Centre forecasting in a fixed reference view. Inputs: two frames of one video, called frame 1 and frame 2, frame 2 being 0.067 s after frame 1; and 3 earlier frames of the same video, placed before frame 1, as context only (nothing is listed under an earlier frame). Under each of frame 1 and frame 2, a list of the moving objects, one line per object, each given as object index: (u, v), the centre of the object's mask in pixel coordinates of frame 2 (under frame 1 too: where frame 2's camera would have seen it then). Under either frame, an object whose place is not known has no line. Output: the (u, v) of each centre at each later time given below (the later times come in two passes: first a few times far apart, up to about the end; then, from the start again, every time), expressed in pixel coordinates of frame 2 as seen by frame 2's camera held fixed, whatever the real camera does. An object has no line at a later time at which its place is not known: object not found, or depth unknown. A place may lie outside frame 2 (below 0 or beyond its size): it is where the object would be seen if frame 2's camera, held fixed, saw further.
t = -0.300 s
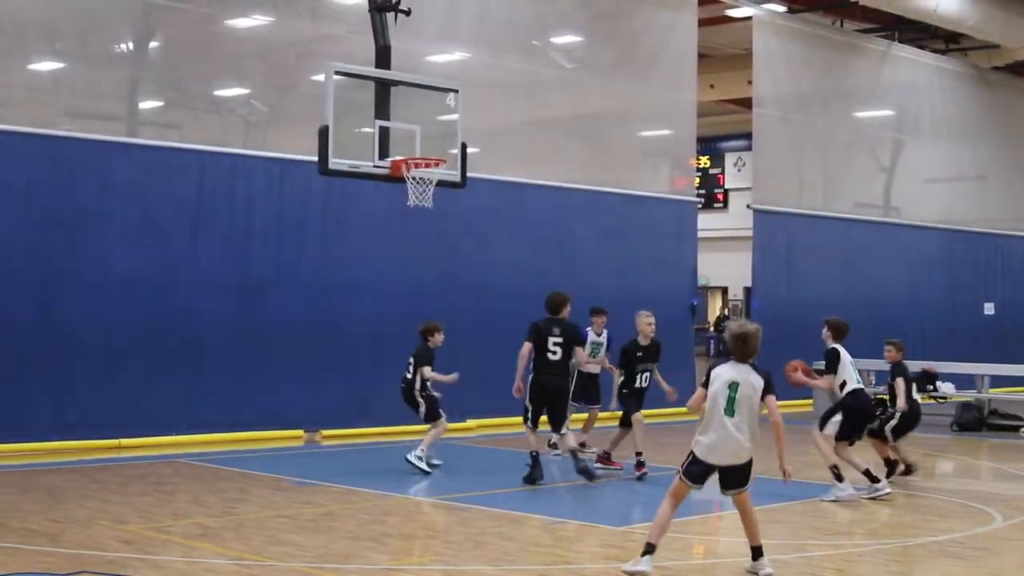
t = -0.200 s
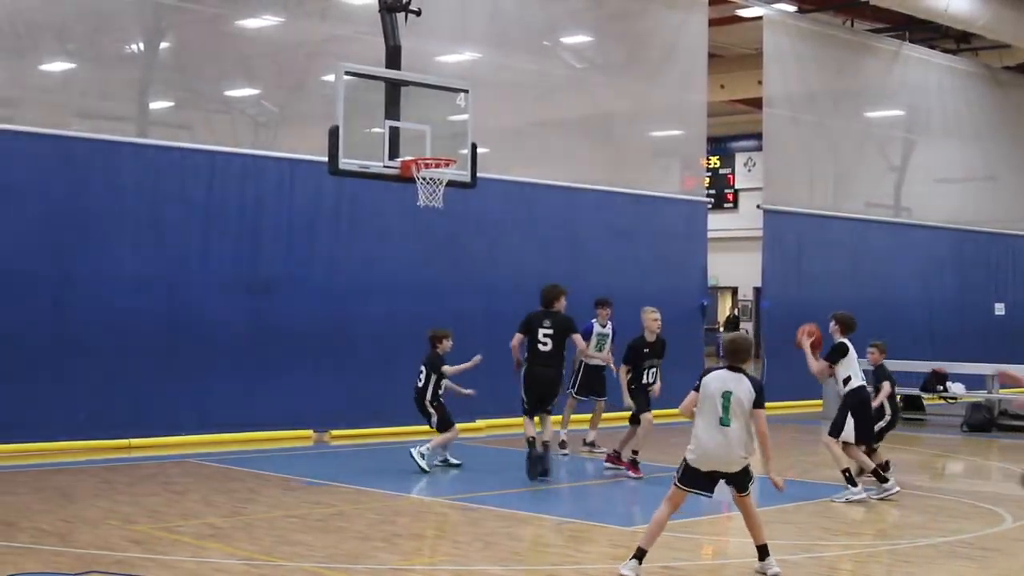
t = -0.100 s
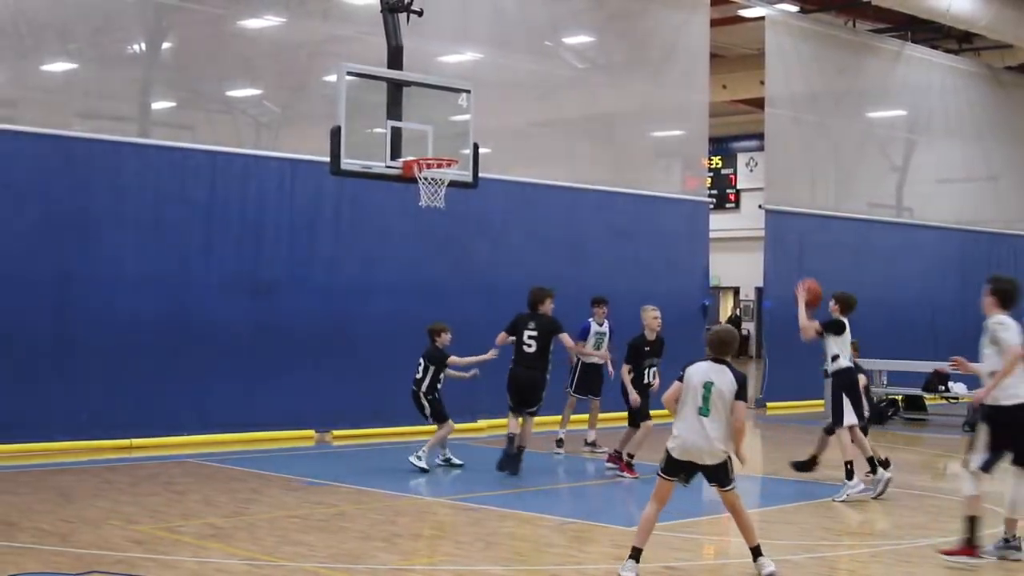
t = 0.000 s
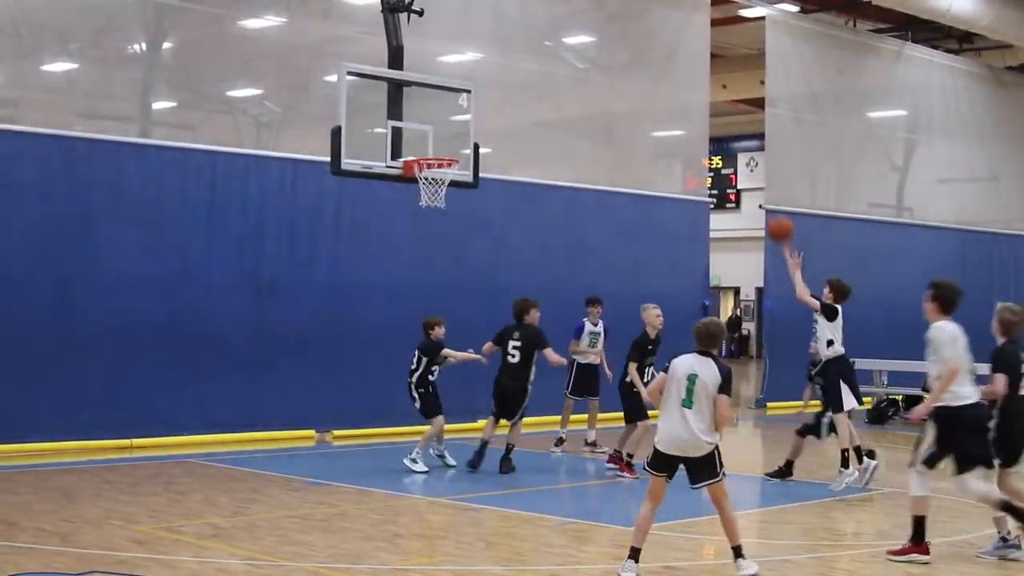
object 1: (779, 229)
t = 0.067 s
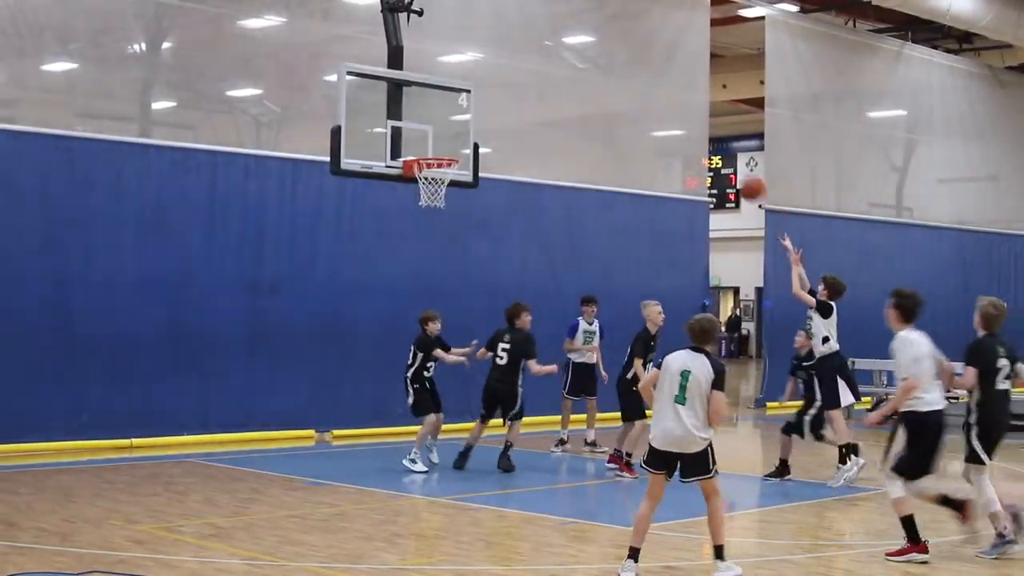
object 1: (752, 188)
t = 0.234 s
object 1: (685, 113)
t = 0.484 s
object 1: (591, 60)
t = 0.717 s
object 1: (509, 69)
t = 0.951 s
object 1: (432, 131)
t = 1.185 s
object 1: (423, 109)
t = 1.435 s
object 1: (443, 101)
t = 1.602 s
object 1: (456, 130)
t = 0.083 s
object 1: (744, 180)
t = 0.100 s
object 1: (739, 169)
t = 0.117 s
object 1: (732, 161)
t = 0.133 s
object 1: (725, 153)
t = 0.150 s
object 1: (719, 145)
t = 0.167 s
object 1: (712, 139)
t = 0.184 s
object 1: (705, 132)
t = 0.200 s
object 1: (697, 125)
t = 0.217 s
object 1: (691, 118)
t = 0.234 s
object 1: (685, 113)
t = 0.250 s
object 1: (679, 107)
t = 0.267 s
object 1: (672, 102)
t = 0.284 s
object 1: (665, 97)
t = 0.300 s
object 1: (659, 92)
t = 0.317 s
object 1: (653, 87)
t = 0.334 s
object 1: (646, 83)
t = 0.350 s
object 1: (640, 79)
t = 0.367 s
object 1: (634, 75)
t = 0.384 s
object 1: (628, 72)
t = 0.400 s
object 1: (622, 69)
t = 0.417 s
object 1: (616, 66)
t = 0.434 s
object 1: (609, 64)
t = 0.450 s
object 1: (603, 63)
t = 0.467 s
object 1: (597, 61)
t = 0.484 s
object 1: (591, 60)
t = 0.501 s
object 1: (585, 59)
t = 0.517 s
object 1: (579, 58)
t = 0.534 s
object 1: (573, 57)
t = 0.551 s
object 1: (567, 57)
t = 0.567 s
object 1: (561, 57)
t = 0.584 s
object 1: (555, 57)
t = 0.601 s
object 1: (549, 57)
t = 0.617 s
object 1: (543, 58)
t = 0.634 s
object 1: (537, 59)
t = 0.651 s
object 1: (532, 61)
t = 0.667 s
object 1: (526, 63)
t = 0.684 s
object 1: (520, 65)
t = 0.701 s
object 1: (514, 67)
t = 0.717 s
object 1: (509, 69)
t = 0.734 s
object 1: (503, 72)
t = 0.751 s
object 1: (497, 75)
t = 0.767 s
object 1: (492, 78)
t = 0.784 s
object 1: (486, 82)
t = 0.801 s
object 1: (481, 85)
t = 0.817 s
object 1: (476, 89)
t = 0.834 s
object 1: (470, 93)
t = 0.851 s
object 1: (465, 98)
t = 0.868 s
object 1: (459, 103)
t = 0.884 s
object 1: (453, 107)
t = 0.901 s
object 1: (447, 113)
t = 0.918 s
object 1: (442, 119)
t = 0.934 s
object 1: (437, 124)
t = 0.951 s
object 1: (432, 131)
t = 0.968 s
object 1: (426, 137)
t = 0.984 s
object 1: (421, 143)
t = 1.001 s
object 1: (416, 148)
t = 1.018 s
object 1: (413, 147)
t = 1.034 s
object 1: (412, 142)
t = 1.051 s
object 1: (412, 136)
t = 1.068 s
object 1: (413, 132)
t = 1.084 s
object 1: (415, 128)
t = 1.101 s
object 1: (416, 124)
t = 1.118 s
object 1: (418, 121)
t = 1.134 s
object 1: (419, 117)
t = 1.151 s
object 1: (420, 114)
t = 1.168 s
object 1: (422, 112)
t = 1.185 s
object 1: (423, 109)
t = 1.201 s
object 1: (424, 107)
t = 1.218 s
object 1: (426, 104)
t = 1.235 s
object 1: (427, 102)
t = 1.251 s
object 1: (428, 101)
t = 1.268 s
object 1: (430, 100)
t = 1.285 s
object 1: (431, 99)
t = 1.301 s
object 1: (433, 98)
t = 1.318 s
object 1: (434, 97)
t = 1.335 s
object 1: (435, 97)
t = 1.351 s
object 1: (437, 97)
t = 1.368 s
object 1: (438, 97)
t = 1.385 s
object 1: (439, 97)
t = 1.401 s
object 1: (440, 98)
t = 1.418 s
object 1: (442, 99)
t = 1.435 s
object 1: (443, 101)
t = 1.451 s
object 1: (444, 102)
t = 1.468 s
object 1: (446, 105)
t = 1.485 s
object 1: (447, 106)
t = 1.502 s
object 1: (448, 109)
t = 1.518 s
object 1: (450, 112)
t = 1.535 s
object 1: (451, 115)
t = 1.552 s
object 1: (452, 118)
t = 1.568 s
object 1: (454, 122)
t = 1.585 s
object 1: (455, 126)
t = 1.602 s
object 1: (456, 130)
